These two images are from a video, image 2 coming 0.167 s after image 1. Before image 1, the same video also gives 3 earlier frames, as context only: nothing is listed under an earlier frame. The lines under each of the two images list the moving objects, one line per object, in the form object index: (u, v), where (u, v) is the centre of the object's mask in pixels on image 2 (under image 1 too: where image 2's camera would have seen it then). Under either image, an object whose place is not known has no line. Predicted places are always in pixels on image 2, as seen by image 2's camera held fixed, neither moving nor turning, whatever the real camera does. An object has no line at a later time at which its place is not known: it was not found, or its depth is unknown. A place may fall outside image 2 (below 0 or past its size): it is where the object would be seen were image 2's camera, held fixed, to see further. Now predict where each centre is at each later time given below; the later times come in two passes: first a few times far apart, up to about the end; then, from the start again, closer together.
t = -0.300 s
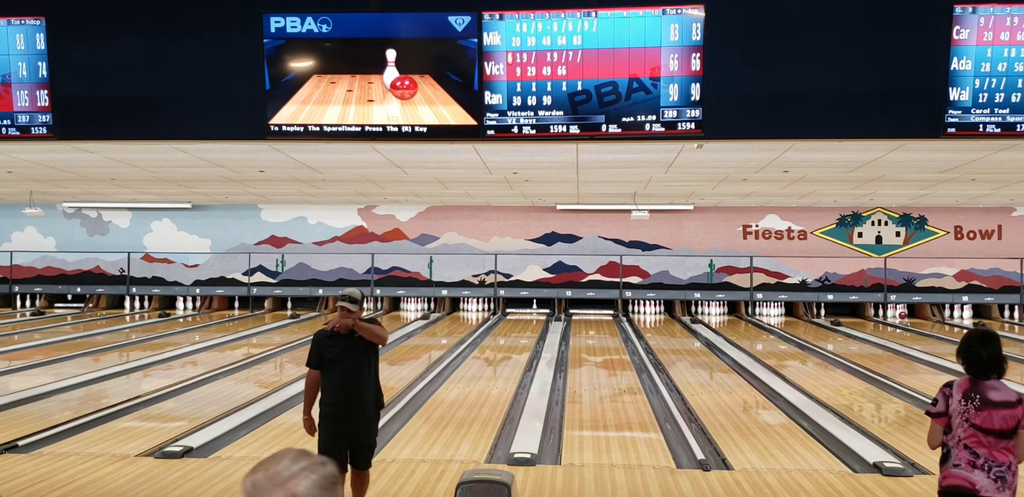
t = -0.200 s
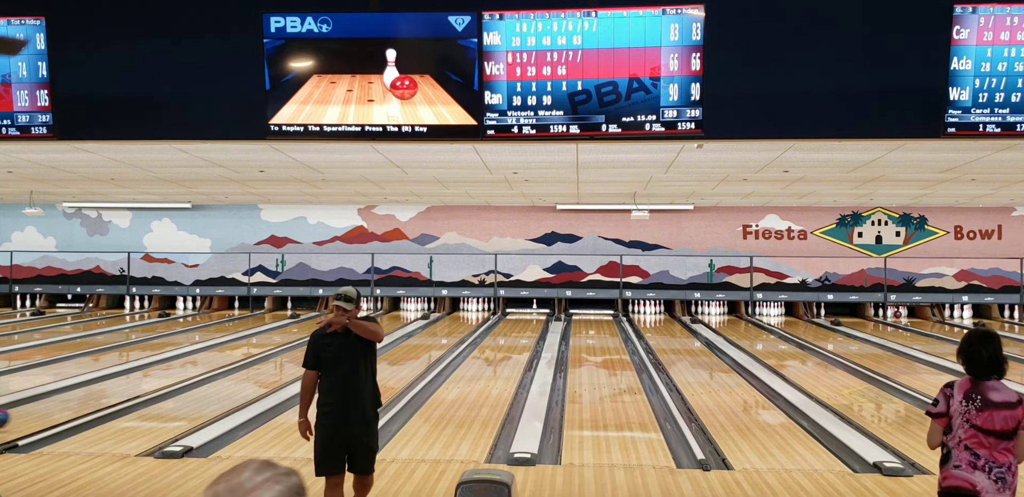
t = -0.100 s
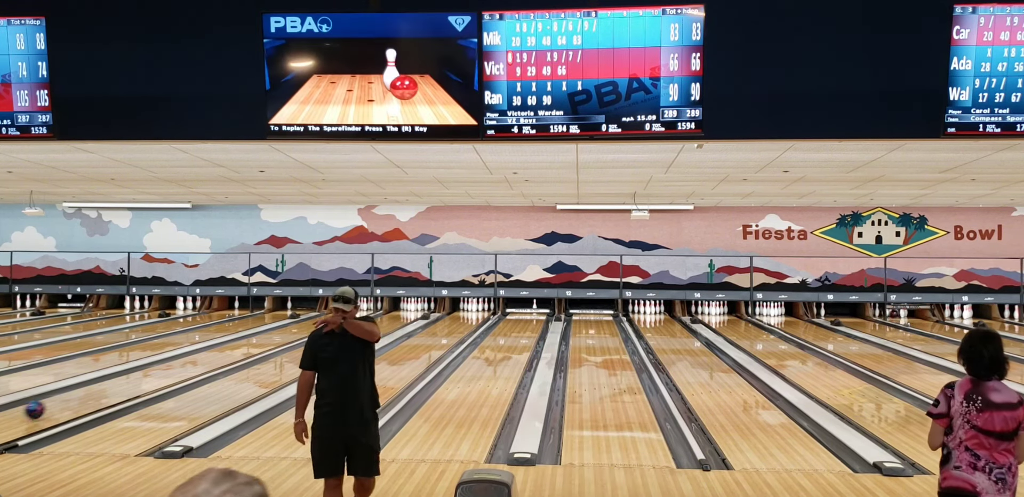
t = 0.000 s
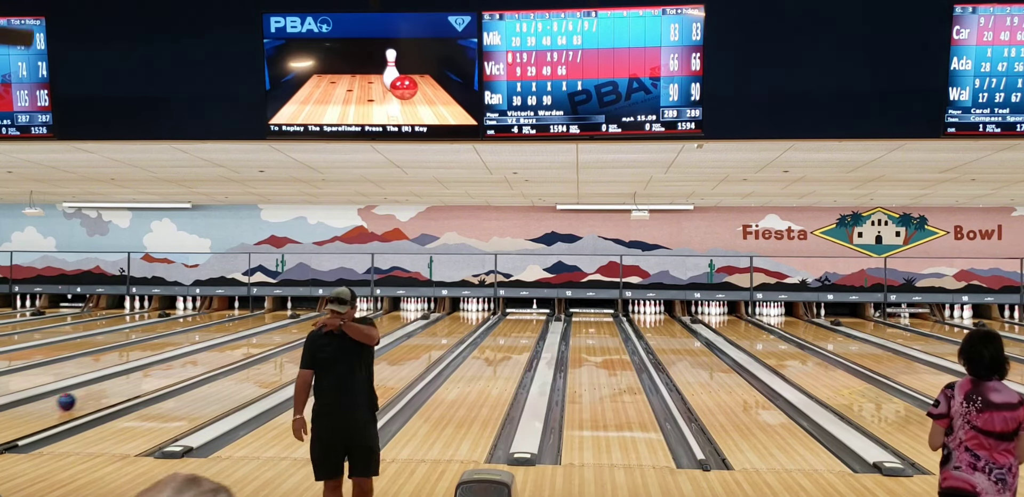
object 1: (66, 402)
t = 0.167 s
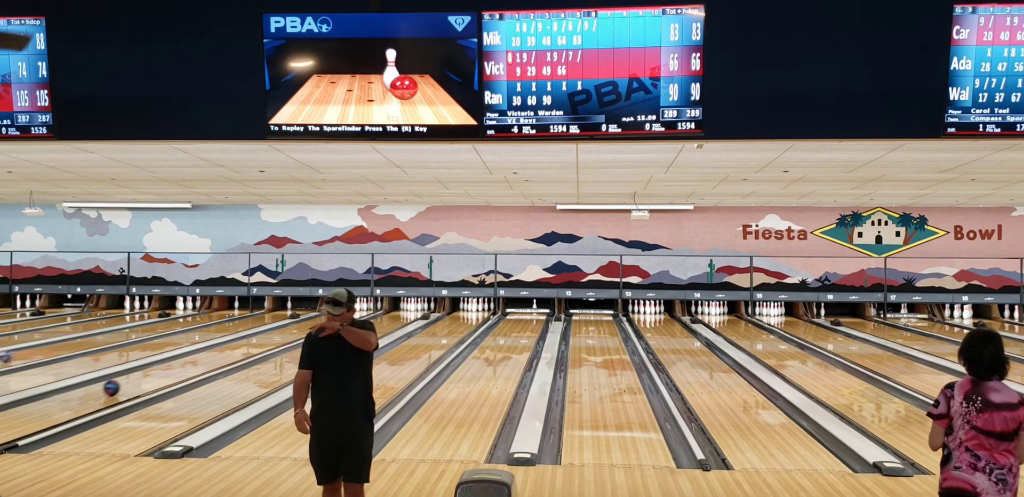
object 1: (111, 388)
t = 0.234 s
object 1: (128, 383)
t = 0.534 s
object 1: (187, 365)
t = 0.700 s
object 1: (214, 356)
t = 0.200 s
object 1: (119, 386)
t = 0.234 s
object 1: (128, 383)
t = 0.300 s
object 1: (142, 378)
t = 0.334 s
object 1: (149, 376)
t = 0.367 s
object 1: (156, 374)
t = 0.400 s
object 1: (162, 372)
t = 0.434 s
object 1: (169, 370)
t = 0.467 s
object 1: (175, 368)
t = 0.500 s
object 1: (181, 366)
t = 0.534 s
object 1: (187, 365)
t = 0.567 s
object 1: (192, 363)
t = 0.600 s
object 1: (198, 361)
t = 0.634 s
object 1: (203, 359)
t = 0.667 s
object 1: (209, 358)
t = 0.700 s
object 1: (214, 356)
